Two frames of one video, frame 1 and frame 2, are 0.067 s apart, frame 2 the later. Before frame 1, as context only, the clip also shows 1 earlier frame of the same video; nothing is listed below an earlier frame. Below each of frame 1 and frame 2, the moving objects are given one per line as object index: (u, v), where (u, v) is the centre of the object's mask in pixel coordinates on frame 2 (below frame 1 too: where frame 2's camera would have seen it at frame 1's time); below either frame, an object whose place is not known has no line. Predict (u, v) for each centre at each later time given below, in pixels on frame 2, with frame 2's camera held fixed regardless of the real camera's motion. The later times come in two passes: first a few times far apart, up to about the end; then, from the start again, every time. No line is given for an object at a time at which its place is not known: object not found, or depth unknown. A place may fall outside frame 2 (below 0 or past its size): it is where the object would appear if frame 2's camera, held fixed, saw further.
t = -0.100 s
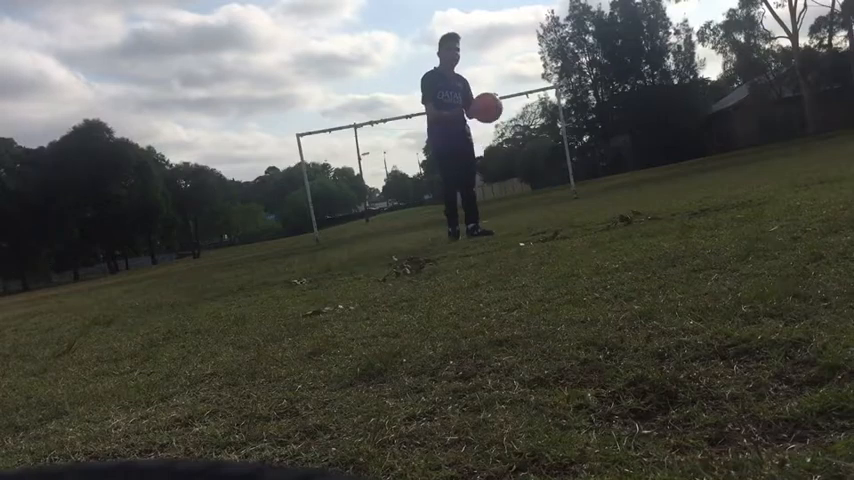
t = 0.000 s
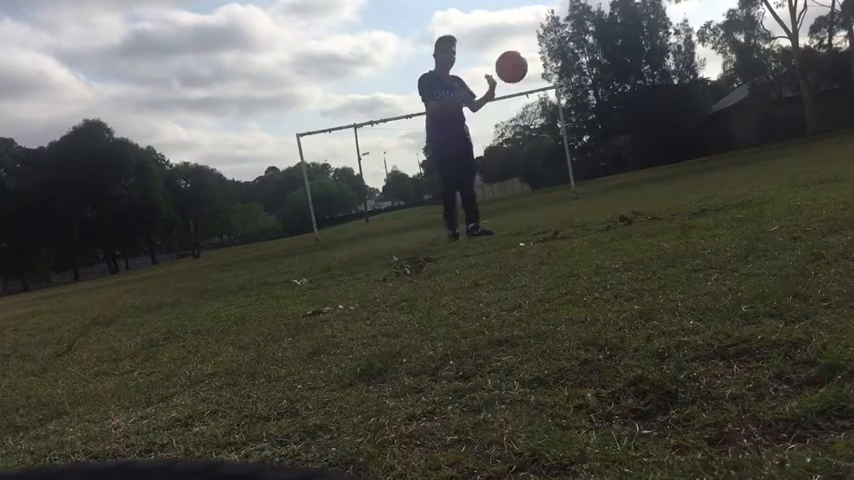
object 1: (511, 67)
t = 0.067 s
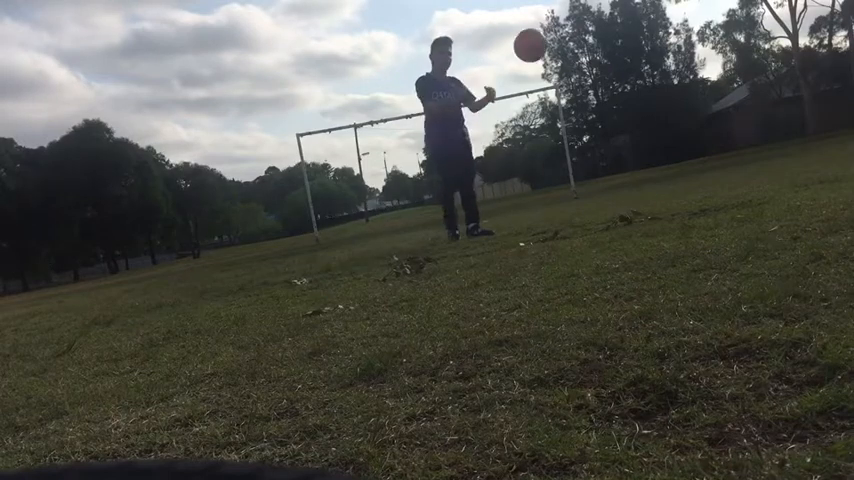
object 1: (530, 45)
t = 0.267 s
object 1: (600, 14)
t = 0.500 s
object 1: (719, 65)
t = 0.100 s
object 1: (540, 36)
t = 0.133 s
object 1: (551, 28)
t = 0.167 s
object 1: (563, 22)
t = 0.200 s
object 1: (575, 17)
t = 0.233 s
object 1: (587, 15)
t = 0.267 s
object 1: (600, 14)
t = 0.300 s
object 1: (616, 16)
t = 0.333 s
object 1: (630, 17)
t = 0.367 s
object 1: (647, 21)
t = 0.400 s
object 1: (663, 29)
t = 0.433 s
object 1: (682, 38)
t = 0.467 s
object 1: (700, 50)
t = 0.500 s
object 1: (719, 65)
